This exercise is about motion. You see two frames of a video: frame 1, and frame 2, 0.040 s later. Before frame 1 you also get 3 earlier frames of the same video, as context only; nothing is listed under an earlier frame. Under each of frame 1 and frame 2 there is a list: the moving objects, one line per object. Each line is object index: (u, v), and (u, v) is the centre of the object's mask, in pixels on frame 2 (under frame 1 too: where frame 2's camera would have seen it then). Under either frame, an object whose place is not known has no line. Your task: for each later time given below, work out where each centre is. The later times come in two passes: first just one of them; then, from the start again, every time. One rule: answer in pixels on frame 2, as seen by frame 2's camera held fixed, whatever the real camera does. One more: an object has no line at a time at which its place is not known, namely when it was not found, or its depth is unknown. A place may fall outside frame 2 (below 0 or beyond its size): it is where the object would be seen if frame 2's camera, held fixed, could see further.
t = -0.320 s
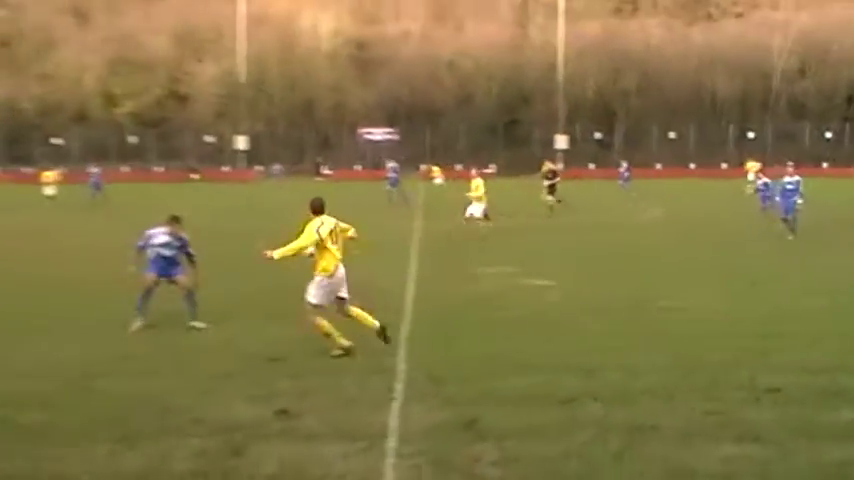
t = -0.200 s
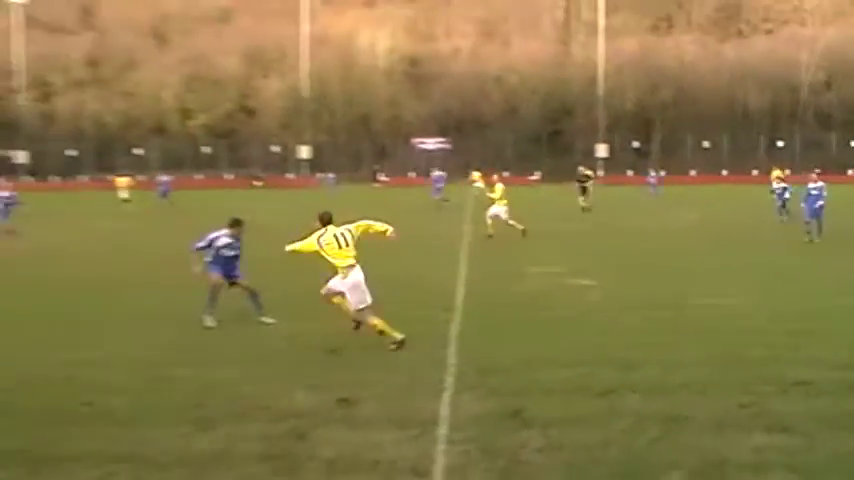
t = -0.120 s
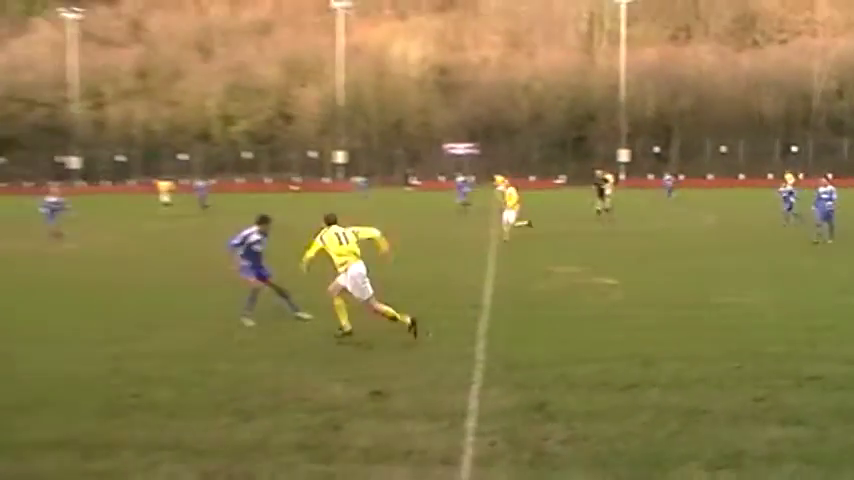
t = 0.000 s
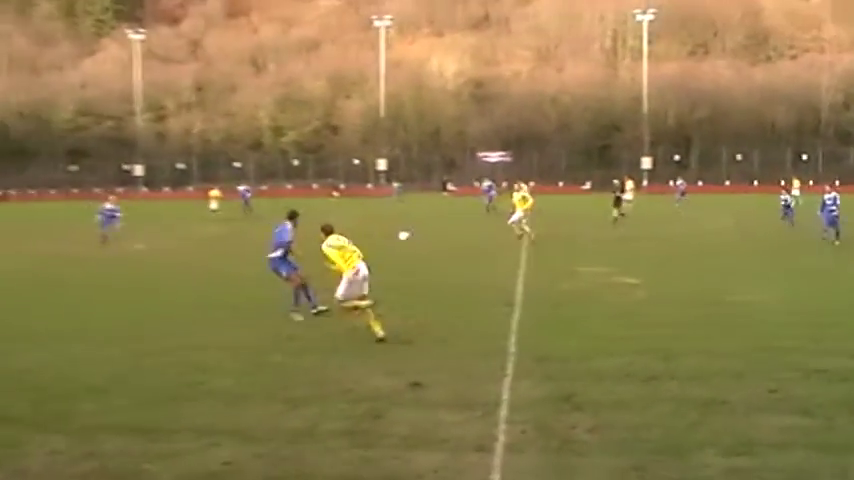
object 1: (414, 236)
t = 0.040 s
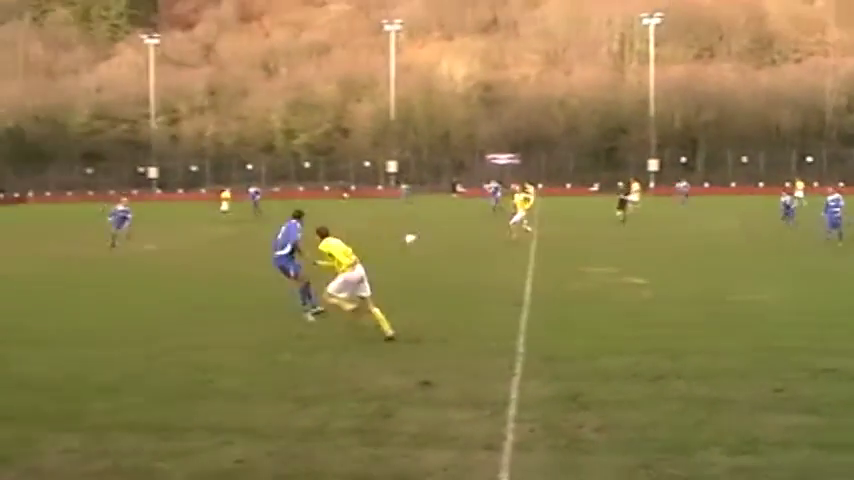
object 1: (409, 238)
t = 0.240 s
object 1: (399, 253)
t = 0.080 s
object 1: (407, 240)
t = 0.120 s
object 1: (405, 244)
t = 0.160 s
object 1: (403, 245)
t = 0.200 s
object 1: (401, 249)
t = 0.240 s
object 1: (399, 253)
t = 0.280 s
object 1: (396, 257)
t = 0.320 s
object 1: (393, 252)
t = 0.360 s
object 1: (389, 247)
